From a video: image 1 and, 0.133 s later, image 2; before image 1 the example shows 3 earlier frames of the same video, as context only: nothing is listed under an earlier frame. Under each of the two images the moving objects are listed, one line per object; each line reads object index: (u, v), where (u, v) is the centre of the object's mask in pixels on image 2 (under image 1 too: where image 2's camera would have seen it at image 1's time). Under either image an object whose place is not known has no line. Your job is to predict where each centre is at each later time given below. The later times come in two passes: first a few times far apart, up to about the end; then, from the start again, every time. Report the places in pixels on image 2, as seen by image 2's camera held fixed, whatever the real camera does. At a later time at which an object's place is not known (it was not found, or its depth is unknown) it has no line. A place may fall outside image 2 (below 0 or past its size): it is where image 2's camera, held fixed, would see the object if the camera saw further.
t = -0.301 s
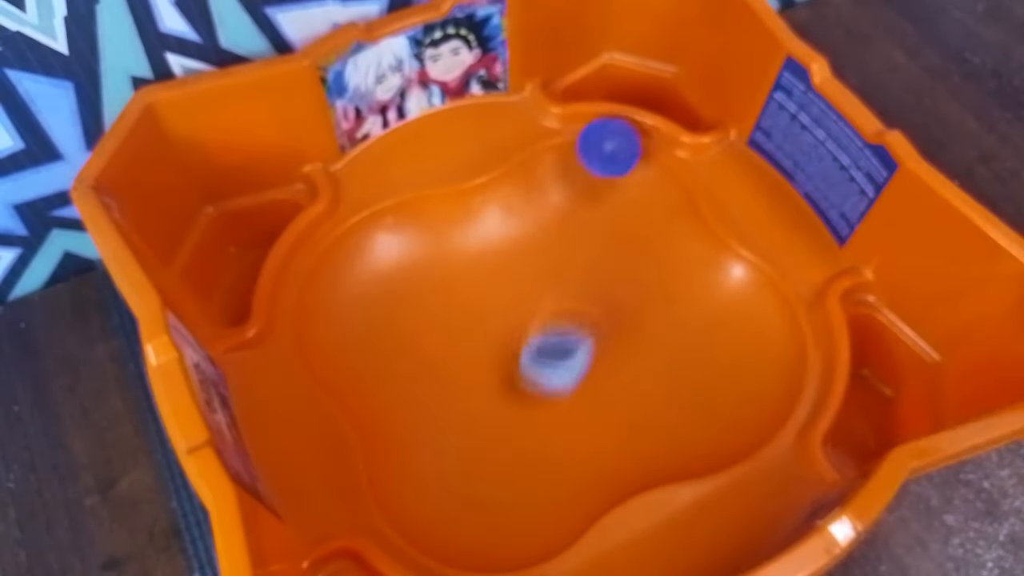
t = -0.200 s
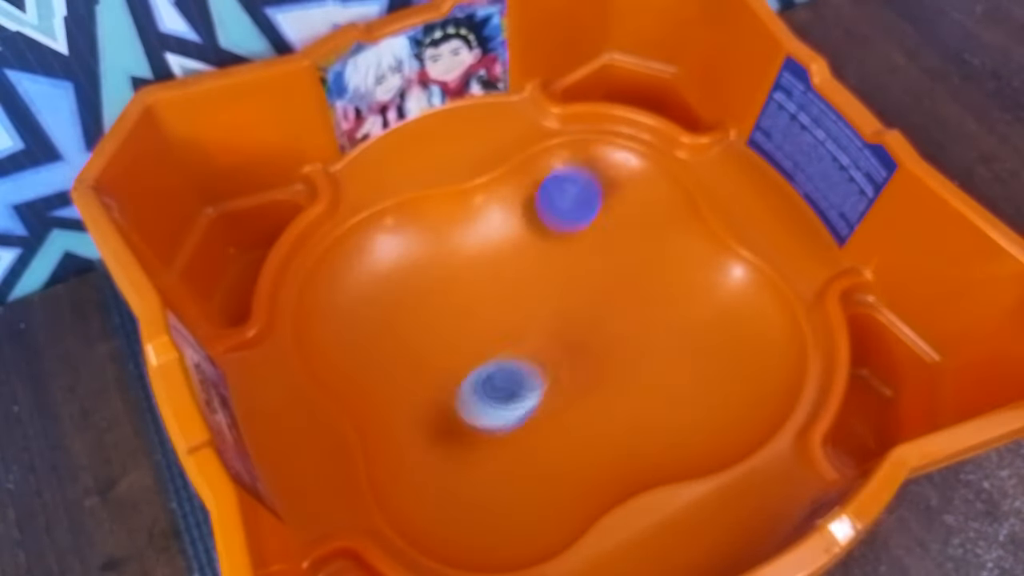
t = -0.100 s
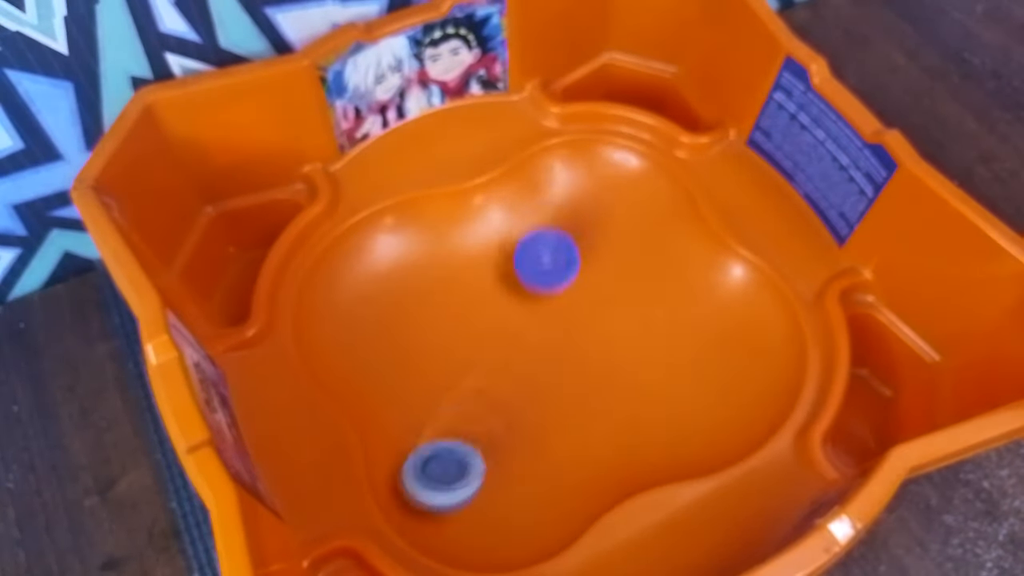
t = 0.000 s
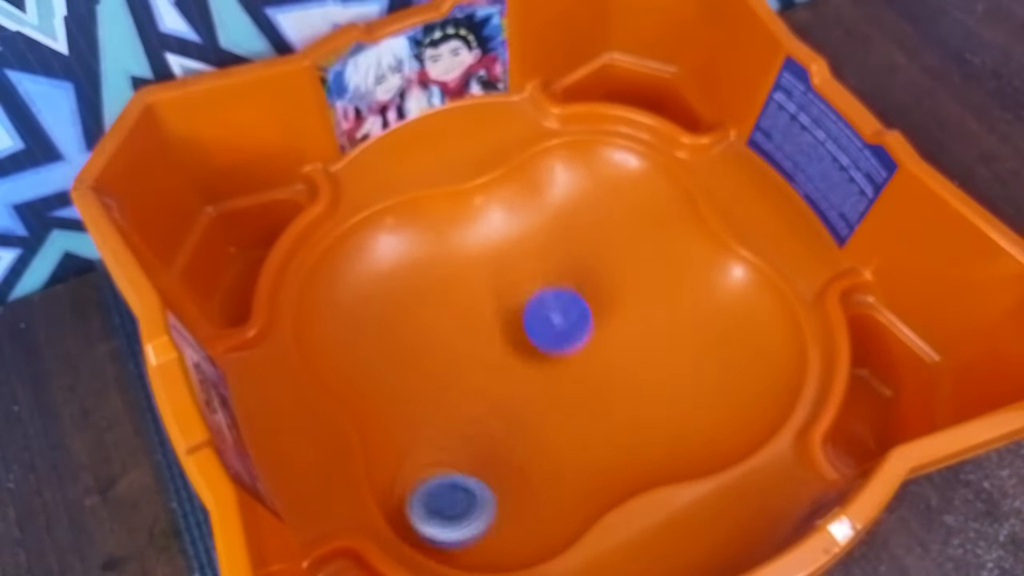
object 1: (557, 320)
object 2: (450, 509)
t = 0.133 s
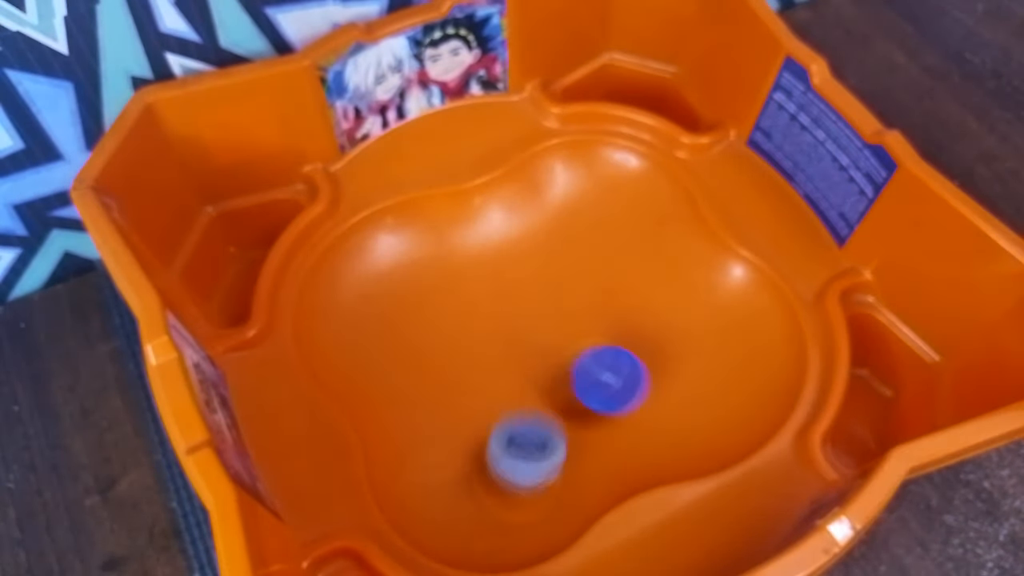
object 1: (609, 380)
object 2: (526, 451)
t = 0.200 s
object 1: (652, 395)
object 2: (520, 392)
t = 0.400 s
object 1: (756, 323)
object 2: (391, 251)
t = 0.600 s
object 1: (572, 245)
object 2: (358, 330)
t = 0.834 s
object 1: (372, 334)
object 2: (561, 301)
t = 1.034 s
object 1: (460, 468)
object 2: (596, 145)
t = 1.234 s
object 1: (619, 388)
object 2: (552, 259)
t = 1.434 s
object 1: (823, 328)
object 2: (480, 248)
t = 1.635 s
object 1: (660, 308)
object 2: (469, 324)
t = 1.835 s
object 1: (754, 307)
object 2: (346, 425)
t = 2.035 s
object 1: (719, 315)
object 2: (429, 500)
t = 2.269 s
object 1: (598, 296)
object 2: (566, 457)
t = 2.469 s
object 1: (628, 170)
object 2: (445, 501)
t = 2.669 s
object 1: (589, 249)
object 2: (458, 404)
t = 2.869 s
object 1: (549, 380)
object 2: (464, 365)
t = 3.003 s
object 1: (494, 438)
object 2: (463, 363)
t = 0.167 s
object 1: (629, 389)
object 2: (527, 422)
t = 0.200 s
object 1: (652, 395)
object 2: (520, 392)
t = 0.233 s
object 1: (677, 398)
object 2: (509, 363)
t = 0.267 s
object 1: (703, 393)
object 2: (495, 339)
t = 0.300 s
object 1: (726, 385)
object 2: (475, 313)
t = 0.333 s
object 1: (744, 369)
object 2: (451, 289)
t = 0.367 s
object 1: (755, 349)
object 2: (424, 269)
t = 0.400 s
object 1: (756, 323)
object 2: (391, 251)
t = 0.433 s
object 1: (746, 299)
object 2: (361, 239)
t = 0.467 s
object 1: (723, 279)
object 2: (337, 238)
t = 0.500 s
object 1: (690, 264)
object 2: (327, 249)
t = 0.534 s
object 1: (651, 256)
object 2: (322, 269)
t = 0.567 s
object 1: (609, 250)
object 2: (333, 298)
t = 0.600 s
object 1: (572, 245)
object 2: (358, 330)
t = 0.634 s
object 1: (537, 243)
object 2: (388, 347)
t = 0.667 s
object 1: (505, 245)
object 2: (421, 357)
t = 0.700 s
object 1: (475, 253)
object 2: (455, 358)
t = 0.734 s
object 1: (446, 267)
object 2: (486, 351)
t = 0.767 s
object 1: (418, 285)
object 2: (514, 339)
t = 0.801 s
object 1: (393, 308)
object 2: (541, 323)
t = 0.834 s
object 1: (372, 334)
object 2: (561, 301)
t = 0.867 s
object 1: (360, 359)
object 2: (577, 277)
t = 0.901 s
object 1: (363, 376)
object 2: (588, 252)
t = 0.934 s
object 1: (375, 398)
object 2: (598, 223)
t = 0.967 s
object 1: (391, 423)
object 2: (605, 191)
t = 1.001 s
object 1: (424, 445)
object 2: (604, 164)
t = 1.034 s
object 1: (460, 468)
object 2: (596, 145)
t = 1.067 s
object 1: (497, 483)
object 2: (583, 139)
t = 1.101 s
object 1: (532, 483)
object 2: (571, 148)
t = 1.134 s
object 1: (562, 469)
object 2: (559, 170)
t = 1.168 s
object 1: (584, 445)
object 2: (550, 200)
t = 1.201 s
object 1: (604, 417)
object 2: (548, 233)
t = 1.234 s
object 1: (619, 388)
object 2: (552, 259)
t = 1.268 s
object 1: (627, 360)
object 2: (559, 287)
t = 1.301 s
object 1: (643, 342)
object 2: (557, 298)
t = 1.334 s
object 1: (705, 354)
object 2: (534, 278)
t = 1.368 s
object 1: (763, 357)
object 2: (509, 262)
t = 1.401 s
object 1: (801, 344)
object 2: (492, 252)
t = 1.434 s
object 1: (823, 328)
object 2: (480, 248)
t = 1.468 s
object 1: (817, 308)
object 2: (470, 253)
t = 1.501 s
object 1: (805, 299)
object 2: (462, 265)
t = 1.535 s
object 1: (787, 300)
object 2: (457, 276)
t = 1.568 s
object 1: (748, 304)
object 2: (456, 292)
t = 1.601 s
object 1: (704, 305)
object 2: (460, 308)
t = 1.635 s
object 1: (660, 308)
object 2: (469, 324)
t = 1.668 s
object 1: (620, 315)
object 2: (483, 339)
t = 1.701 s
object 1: (581, 322)
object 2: (501, 356)
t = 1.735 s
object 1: (588, 331)
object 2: (492, 376)
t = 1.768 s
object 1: (647, 317)
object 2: (426, 403)
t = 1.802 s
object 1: (703, 310)
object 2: (374, 417)
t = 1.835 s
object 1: (754, 307)
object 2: (346, 425)
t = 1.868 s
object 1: (789, 296)
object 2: (322, 438)
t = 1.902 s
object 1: (797, 292)
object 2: (303, 459)
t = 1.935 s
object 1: (795, 295)
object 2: (324, 474)
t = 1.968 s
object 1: (774, 297)
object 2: (362, 484)
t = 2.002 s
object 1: (748, 306)
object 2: (392, 489)
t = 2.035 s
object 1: (719, 315)
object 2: (429, 500)
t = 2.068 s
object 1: (693, 316)
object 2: (458, 503)
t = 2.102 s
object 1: (669, 321)
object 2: (496, 487)
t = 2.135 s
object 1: (643, 329)
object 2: (525, 469)
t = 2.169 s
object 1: (619, 337)
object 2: (549, 449)
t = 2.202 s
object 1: (597, 346)
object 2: (569, 430)
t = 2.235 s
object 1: (587, 338)
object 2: (578, 425)
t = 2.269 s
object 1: (598, 296)
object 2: (566, 457)
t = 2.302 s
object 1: (606, 257)
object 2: (545, 475)
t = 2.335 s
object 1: (612, 228)
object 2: (526, 493)
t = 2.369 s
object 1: (618, 201)
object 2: (504, 512)
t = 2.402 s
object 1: (625, 181)
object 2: (469, 510)
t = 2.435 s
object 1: (629, 173)
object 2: (454, 511)
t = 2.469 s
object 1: (628, 170)
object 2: (445, 501)
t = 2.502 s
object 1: (624, 176)
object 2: (438, 486)
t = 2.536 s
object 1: (617, 187)
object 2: (441, 468)
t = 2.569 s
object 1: (610, 204)
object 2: (443, 454)
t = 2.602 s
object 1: (603, 219)
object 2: (448, 436)
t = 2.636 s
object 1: (597, 237)
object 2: (453, 419)
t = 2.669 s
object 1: (589, 249)
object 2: (458, 404)
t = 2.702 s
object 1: (584, 270)
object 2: (463, 393)
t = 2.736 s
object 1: (578, 288)
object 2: (466, 386)
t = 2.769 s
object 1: (569, 305)
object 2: (469, 379)
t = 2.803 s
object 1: (562, 332)
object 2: (470, 373)
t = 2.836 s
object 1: (557, 357)
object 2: (468, 370)
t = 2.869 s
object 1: (549, 380)
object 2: (464, 365)
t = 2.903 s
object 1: (537, 400)
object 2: (462, 360)
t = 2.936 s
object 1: (524, 415)
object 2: (461, 360)
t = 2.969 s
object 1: (509, 426)
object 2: (461, 362)
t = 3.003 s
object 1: (494, 438)
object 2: (463, 363)
